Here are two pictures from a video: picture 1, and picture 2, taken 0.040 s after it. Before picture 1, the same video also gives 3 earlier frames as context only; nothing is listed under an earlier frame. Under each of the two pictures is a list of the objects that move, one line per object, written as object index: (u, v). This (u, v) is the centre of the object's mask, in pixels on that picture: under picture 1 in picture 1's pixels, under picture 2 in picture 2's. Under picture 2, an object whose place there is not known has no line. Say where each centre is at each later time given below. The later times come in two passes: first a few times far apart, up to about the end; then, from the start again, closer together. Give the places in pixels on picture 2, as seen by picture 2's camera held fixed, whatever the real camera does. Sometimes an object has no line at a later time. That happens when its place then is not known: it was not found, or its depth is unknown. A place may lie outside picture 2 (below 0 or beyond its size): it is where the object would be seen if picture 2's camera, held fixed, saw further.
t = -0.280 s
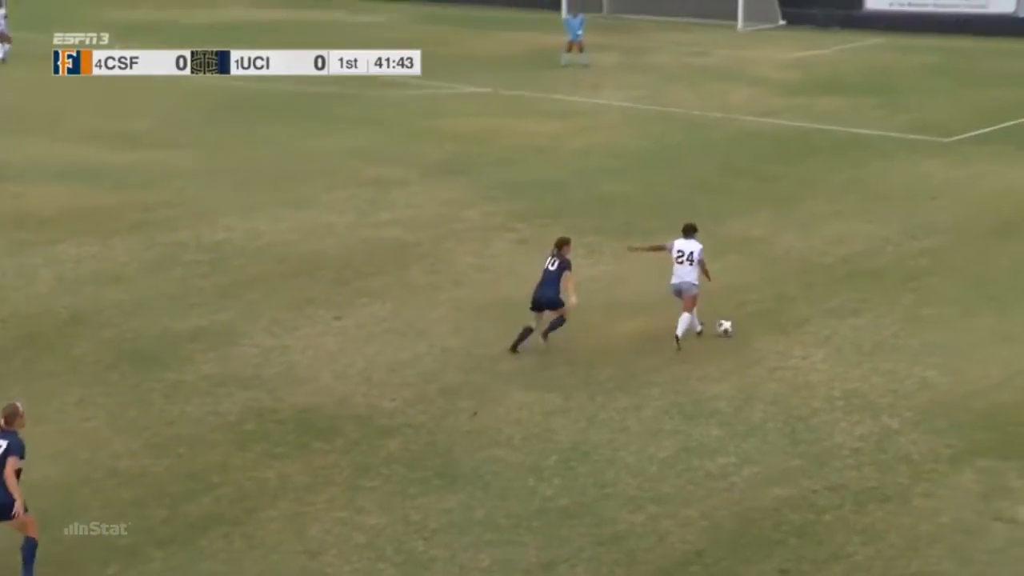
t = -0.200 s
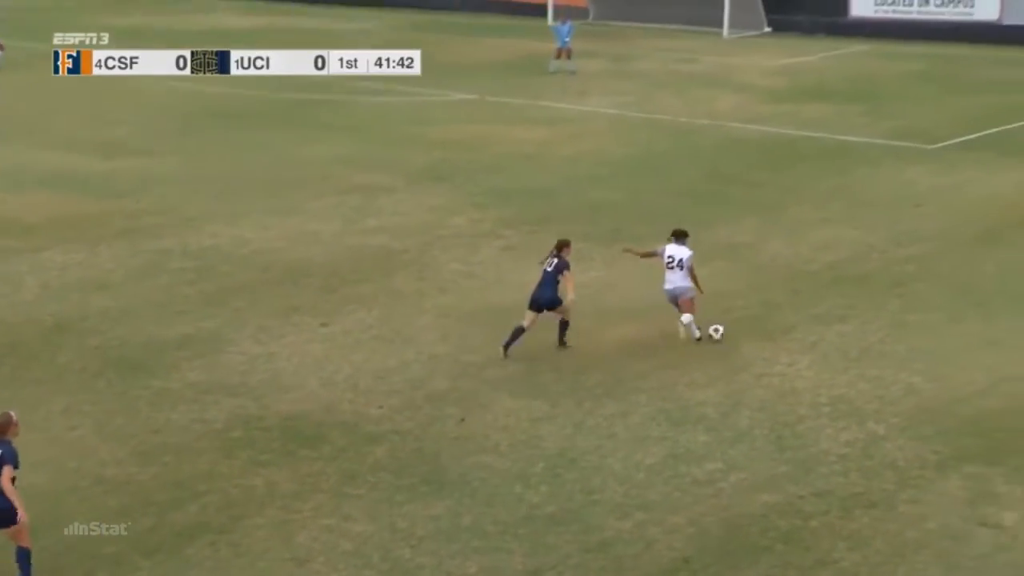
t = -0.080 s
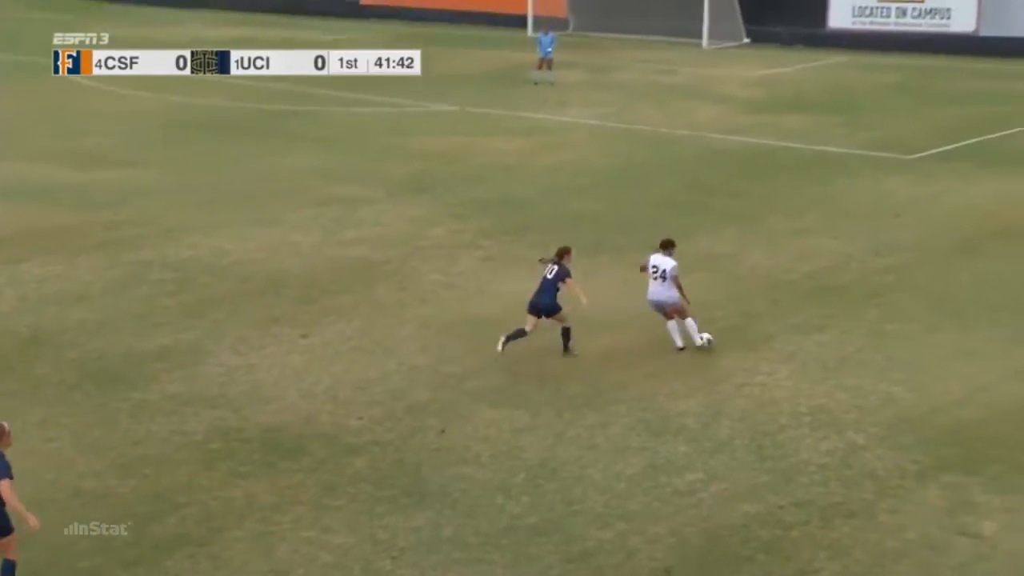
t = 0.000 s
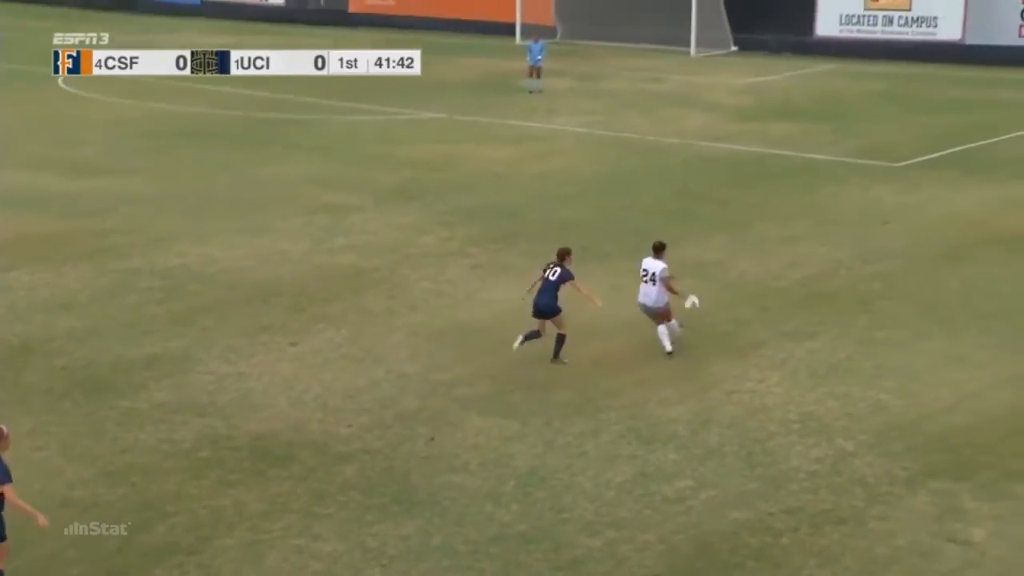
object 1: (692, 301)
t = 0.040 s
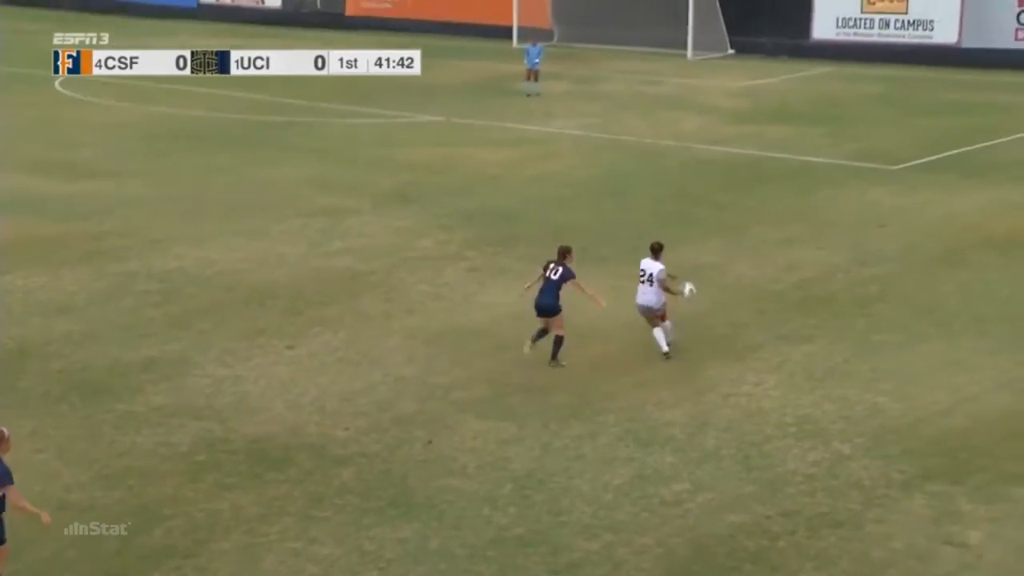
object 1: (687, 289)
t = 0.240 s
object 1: (679, 234)
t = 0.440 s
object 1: (666, 209)
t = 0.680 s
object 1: (649, 174)
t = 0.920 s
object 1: (639, 162)
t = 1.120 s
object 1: (632, 141)
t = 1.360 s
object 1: (627, 130)
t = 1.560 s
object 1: (623, 121)
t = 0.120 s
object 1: (684, 263)
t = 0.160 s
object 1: (684, 252)
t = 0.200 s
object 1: (680, 238)
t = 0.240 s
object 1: (679, 234)
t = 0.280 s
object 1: (676, 228)
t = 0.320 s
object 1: (673, 219)
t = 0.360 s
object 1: (671, 214)
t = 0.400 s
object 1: (668, 211)
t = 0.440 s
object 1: (666, 209)
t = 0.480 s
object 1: (663, 206)
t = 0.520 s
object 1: (658, 204)
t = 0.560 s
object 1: (656, 195)
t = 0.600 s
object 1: (653, 188)
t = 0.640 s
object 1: (651, 180)
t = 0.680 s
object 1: (649, 174)
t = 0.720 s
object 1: (647, 169)
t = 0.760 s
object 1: (646, 167)
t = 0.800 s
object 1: (644, 164)
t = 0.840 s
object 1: (642, 164)
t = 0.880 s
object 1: (640, 162)
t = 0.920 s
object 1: (639, 162)
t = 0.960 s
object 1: (637, 158)
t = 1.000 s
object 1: (636, 150)
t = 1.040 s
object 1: (635, 147)
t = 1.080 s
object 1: (635, 144)
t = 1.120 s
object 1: (632, 141)
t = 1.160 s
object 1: (631, 140)
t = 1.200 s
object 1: (630, 139)
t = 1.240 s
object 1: (629, 139)
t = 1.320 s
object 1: (627, 131)
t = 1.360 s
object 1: (627, 130)
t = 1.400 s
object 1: (626, 127)
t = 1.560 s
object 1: (623, 121)
